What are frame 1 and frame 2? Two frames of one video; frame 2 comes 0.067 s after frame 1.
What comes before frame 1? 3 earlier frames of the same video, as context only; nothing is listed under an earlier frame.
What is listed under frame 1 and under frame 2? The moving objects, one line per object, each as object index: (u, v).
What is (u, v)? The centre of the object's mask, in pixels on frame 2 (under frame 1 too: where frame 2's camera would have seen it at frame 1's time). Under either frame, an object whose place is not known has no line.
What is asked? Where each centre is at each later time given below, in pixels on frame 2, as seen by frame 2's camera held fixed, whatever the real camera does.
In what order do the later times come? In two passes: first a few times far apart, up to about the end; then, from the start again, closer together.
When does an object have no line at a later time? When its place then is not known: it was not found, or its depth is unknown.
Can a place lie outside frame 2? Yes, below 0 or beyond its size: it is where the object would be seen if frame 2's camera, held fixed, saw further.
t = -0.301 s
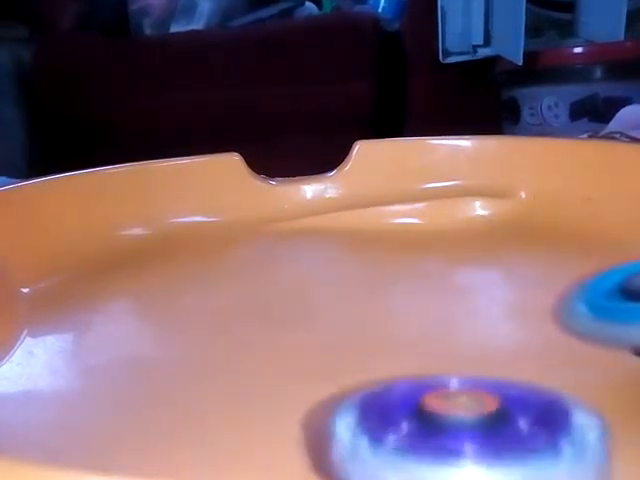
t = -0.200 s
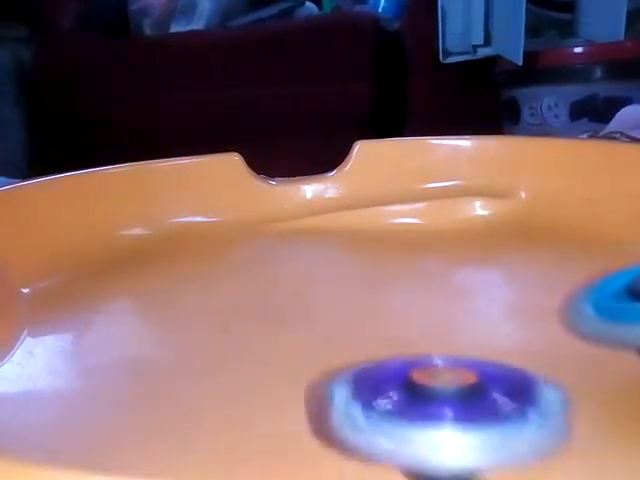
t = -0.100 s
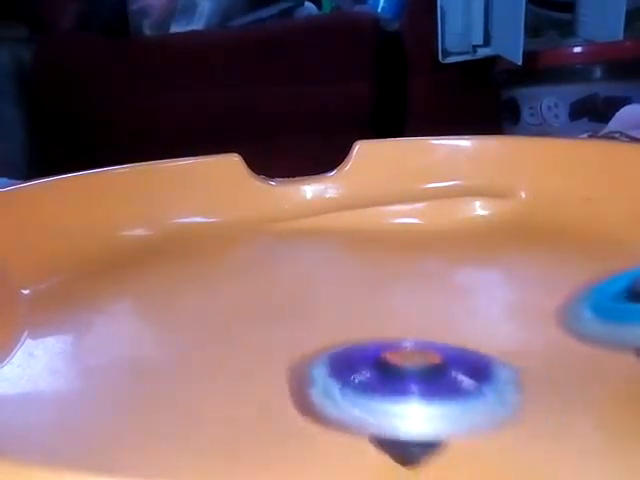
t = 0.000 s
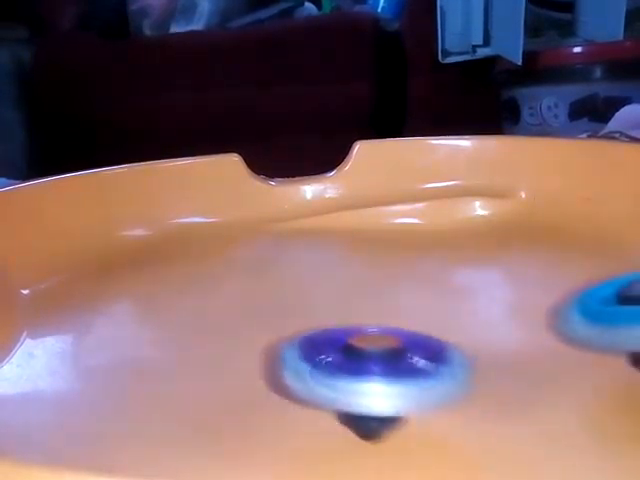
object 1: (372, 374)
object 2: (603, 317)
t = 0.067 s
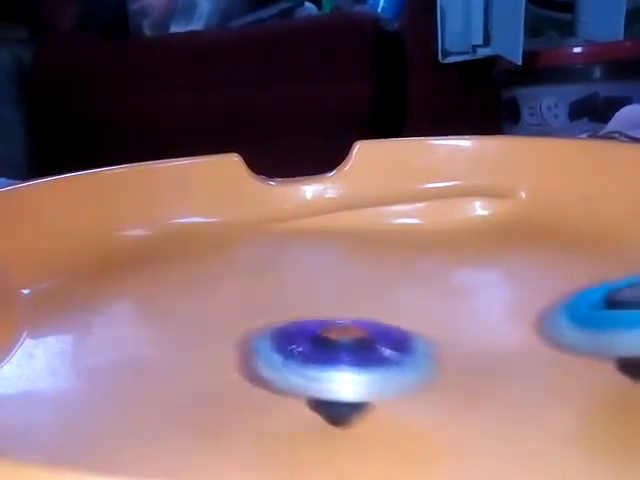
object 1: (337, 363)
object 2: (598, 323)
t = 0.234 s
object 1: (269, 345)
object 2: (565, 344)
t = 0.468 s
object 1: (241, 335)
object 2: (407, 381)
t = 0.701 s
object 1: (247, 319)
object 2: (283, 426)
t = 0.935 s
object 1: (253, 309)
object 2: (290, 441)
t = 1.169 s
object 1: (292, 298)
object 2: (342, 429)
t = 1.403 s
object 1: (338, 290)
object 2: (309, 361)
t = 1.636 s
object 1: (402, 234)
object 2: (220, 340)
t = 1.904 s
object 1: (404, 205)
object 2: (216, 329)
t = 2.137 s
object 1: (397, 209)
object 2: (244, 316)
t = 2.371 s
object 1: (405, 231)
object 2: (284, 299)
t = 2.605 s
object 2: (308, 292)
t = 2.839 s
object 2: (311, 294)
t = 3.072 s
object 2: (334, 303)
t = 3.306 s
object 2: (393, 301)
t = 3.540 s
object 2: (425, 295)
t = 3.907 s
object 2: (413, 294)
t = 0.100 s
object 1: (320, 358)
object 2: (595, 327)
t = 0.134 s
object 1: (305, 353)
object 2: (591, 332)
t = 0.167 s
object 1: (291, 351)
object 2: (585, 336)
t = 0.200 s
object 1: (280, 348)
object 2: (577, 341)
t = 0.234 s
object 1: (269, 345)
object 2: (565, 344)
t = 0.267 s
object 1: (262, 344)
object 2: (552, 347)
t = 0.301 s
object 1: (259, 342)
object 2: (535, 351)
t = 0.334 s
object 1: (256, 340)
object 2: (513, 355)
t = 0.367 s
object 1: (253, 339)
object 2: (490, 360)
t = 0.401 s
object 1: (250, 338)
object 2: (464, 367)
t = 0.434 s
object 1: (245, 336)
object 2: (435, 373)
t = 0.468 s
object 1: (241, 335)
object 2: (407, 381)
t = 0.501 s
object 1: (238, 333)
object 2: (380, 388)
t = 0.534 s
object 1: (238, 332)
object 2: (357, 395)
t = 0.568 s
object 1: (238, 330)
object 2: (335, 401)
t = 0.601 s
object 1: (242, 327)
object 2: (317, 407)
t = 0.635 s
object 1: (246, 325)
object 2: (303, 413)
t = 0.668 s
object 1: (247, 322)
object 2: (292, 419)
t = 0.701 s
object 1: (247, 319)
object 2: (283, 426)
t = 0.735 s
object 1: (246, 316)
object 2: (280, 432)
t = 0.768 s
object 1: (245, 314)
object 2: (279, 435)
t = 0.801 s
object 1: (244, 313)
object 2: (280, 437)
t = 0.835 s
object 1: (245, 312)
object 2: (279, 439)
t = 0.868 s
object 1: (245, 311)
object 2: (280, 440)
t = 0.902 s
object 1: (248, 310)
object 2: (285, 441)
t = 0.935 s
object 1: (253, 309)
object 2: (290, 441)
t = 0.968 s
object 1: (258, 307)
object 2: (298, 441)
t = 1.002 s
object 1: (263, 306)
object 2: (305, 441)
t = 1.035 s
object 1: (268, 304)
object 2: (317, 440)
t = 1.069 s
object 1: (273, 302)
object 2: (327, 438)
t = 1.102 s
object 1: (280, 300)
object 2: (339, 436)
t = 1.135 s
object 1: (287, 299)
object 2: (337, 433)
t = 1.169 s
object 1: (292, 298)
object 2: (342, 429)
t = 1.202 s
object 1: (298, 296)
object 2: (346, 424)
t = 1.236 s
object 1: (304, 295)
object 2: (348, 417)
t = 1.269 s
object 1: (308, 294)
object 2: (347, 408)
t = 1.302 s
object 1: (314, 294)
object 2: (343, 396)
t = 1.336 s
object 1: (320, 294)
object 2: (333, 384)
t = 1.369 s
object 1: (327, 292)
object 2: (320, 372)
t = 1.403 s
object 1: (338, 290)
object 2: (309, 361)
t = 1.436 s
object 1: (351, 287)
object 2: (295, 350)
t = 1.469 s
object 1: (375, 275)
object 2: (266, 350)
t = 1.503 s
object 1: (394, 260)
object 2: (247, 348)
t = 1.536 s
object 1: (402, 251)
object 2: (238, 346)
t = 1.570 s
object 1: (405, 245)
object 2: (232, 344)
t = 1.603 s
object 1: (404, 239)
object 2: (224, 342)
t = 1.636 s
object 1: (402, 234)
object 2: (220, 340)
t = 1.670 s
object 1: (402, 228)
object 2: (217, 338)
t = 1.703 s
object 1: (401, 223)
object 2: (215, 337)
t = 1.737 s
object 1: (401, 219)
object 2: (213, 335)
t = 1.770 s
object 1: (401, 214)
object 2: (212, 334)
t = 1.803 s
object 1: (402, 211)
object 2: (211, 333)
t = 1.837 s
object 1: (404, 208)
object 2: (212, 331)
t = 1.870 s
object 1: (404, 206)
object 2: (214, 330)
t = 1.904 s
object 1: (404, 205)
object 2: (216, 329)
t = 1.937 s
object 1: (402, 204)
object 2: (218, 327)
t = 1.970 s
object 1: (399, 204)
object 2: (221, 326)
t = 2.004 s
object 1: (396, 205)
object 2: (225, 325)
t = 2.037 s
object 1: (394, 206)
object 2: (228, 323)
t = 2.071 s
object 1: (393, 206)
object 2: (233, 320)
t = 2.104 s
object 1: (395, 207)
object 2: (237, 318)
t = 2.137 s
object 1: (397, 209)
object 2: (244, 316)
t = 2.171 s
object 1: (401, 211)
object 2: (249, 313)
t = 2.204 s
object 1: (404, 213)
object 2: (253, 310)
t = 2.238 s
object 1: (407, 215)
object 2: (259, 308)
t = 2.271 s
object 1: (408, 218)
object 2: (263, 306)
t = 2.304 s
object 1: (408, 221)
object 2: (269, 304)
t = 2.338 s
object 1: (407, 226)
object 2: (276, 301)
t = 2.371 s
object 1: (405, 231)
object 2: (284, 299)
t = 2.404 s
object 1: (404, 237)
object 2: (291, 297)
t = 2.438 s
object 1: (404, 243)
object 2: (297, 295)
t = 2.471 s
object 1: (406, 248)
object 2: (303, 293)
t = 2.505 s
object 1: (411, 251)
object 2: (307, 292)
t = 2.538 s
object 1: (420, 254)
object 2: (308, 292)
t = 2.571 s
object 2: (307, 292)
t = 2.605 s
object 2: (308, 292)
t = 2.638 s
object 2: (311, 293)
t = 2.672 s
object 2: (315, 293)
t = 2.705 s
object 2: (319, 293)
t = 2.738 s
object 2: (324, 294)
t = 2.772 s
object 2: (328, 294)
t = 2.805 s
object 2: (327, 293)
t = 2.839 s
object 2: (311, 294)
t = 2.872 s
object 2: (308, 296)
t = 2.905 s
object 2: (309, 297)
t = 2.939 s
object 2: (311, 299)
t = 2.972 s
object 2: (314, 301)
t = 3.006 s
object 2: (320, 302)
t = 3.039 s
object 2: (326, 302)
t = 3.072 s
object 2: (334, 303)
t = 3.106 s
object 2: (344, 303)
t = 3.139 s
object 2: (353, 303)
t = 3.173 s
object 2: (363, 303)
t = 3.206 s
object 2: (372, 302)
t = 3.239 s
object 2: (379, 302)
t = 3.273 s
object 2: (385, 302)
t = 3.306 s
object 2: (393, 301)
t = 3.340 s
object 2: (399, 299)
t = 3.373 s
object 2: (406, 298)
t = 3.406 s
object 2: (411, 298)
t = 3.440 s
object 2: (416, 297)
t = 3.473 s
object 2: (420, 297)
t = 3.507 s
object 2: (423, 296)
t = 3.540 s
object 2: (425, 295)
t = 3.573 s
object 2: (426, 294)
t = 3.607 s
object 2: (428, 292)
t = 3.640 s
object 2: (428, 291)
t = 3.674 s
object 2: (428, 290)
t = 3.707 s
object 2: (426, 289)
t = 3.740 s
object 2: (424, 289)
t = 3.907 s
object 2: (413, 294)
